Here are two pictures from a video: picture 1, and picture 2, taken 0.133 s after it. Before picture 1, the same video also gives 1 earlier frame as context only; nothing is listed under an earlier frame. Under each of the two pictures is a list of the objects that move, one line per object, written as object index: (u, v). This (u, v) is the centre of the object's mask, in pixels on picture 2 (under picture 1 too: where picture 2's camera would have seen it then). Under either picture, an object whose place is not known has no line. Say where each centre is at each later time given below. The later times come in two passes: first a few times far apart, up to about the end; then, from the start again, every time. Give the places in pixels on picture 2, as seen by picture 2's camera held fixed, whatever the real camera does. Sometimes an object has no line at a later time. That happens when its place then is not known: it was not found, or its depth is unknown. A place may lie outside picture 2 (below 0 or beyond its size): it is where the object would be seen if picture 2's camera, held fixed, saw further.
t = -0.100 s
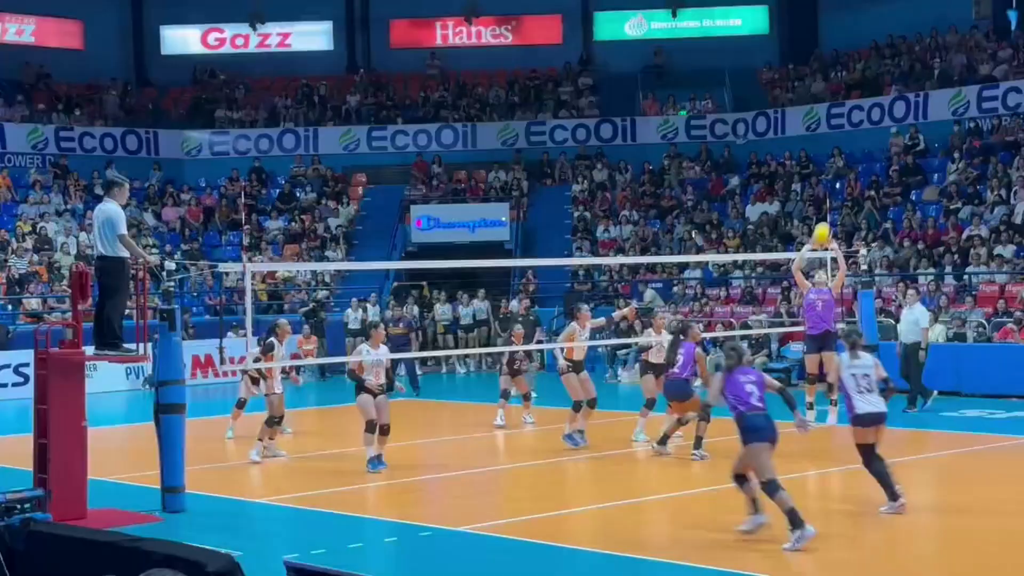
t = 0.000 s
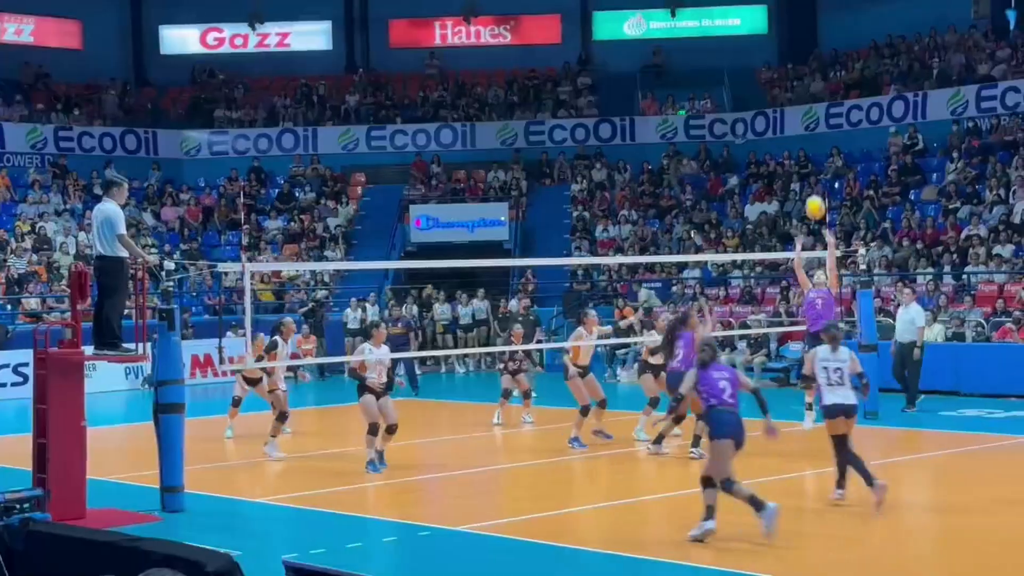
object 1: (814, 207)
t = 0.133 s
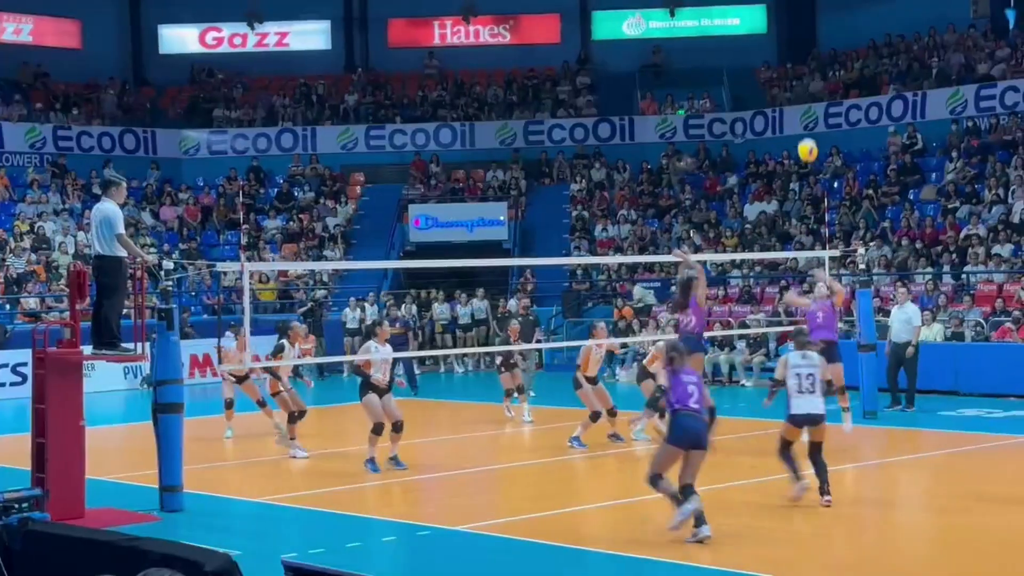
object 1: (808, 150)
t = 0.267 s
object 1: (801, 108)
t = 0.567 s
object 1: (790, 71)
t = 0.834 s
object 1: (781, 108)
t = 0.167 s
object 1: (806, 138)
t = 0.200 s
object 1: (804, 128)
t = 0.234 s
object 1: (803, 117)
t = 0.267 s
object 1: (801, 108)
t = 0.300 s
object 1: (800, 100)
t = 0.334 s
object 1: (799, 93)
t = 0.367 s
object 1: (797, 87)
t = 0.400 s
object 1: (796, 82)
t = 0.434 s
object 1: (795, 78)
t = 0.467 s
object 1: (794, 75)
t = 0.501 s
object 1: (793, 73)
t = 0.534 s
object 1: (792, 71)
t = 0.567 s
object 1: (790, 71)
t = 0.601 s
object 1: (789, 72)
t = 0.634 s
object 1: (788, 74)
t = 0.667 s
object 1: (787, 77)
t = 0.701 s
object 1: (786, 81)
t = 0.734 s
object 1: (785, 86)
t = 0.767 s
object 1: (783, 92)
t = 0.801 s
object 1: (782, 100)
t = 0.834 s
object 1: (781, 108)
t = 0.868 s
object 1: (780, 117)
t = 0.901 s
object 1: (779, 128)
